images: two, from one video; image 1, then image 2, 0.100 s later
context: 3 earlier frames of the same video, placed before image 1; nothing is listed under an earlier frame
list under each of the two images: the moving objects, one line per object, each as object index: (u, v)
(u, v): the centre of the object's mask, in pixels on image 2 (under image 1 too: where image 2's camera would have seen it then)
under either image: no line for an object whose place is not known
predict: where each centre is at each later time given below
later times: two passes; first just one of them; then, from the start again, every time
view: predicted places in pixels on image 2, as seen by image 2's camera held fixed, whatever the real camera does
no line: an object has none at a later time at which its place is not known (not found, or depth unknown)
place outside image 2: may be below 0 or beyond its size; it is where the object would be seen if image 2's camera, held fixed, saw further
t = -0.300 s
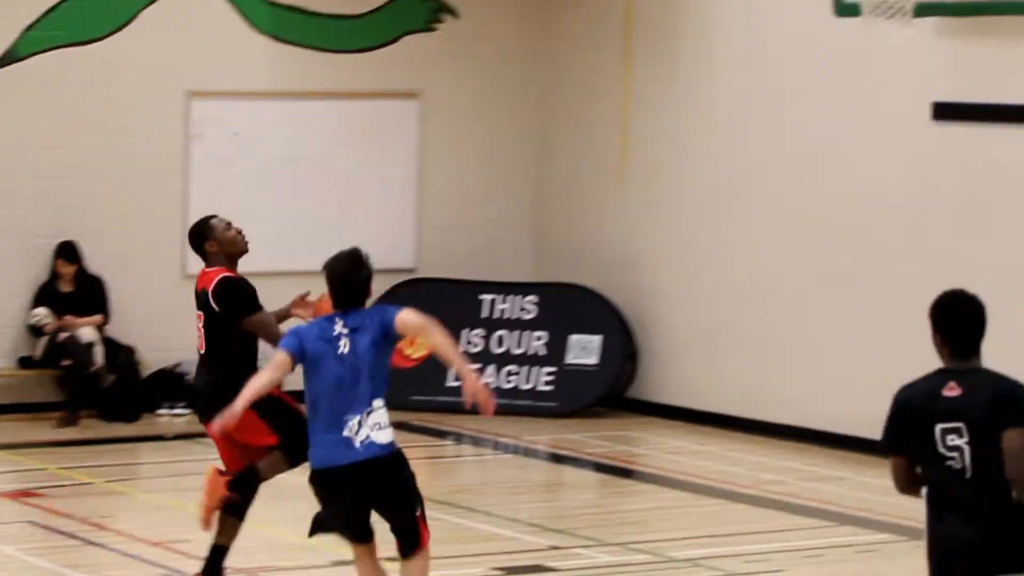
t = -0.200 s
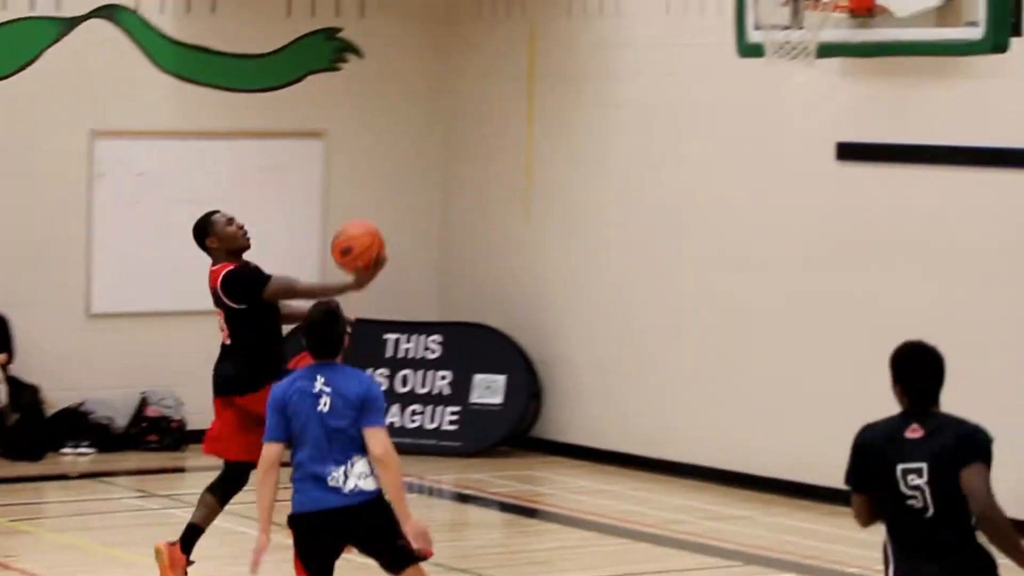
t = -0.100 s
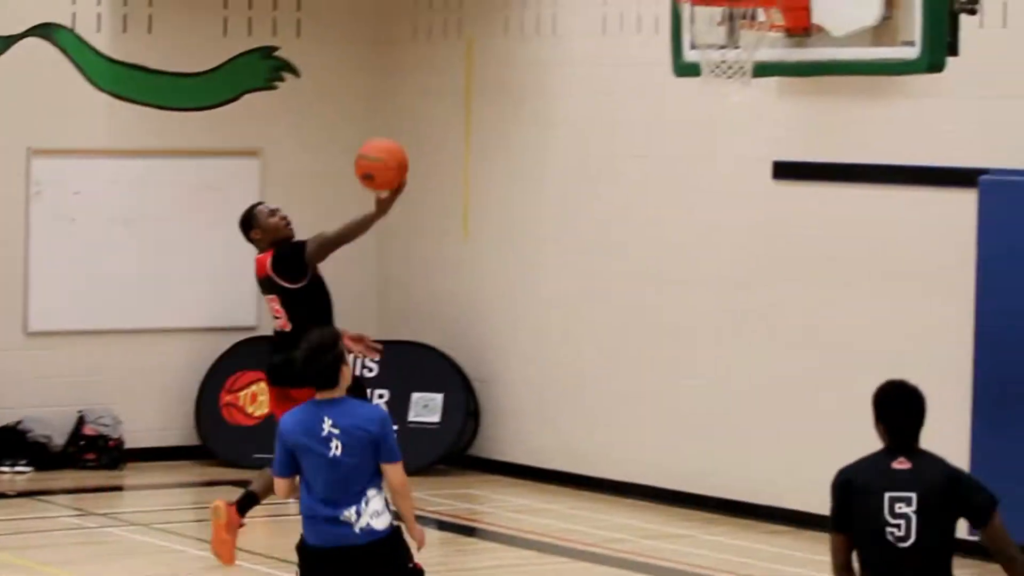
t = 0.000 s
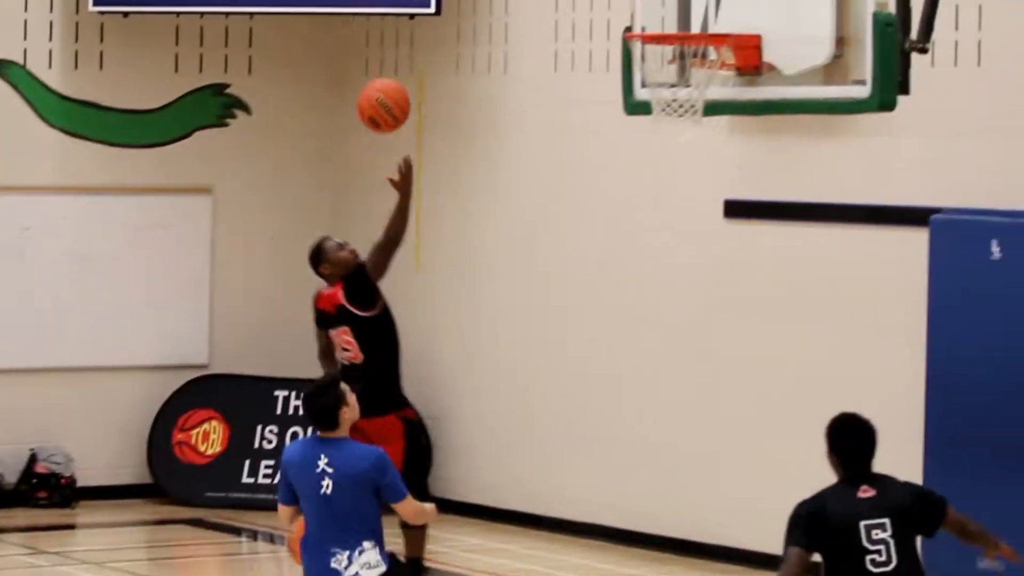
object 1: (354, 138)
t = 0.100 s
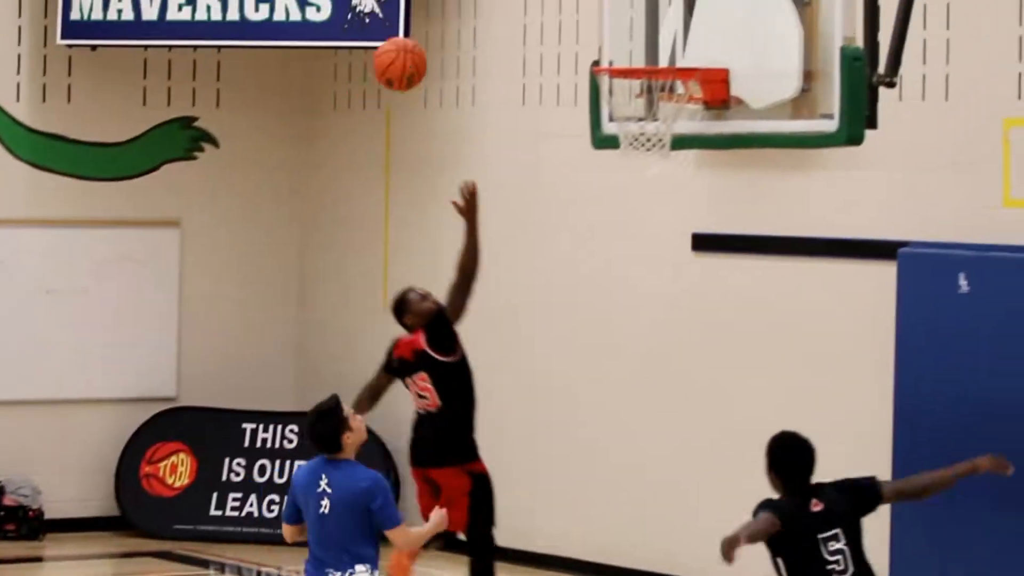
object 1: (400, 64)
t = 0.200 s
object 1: (446, 10)
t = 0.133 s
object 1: (415, 44)
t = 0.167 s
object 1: (430, 26)
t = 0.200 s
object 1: (446, 10)
